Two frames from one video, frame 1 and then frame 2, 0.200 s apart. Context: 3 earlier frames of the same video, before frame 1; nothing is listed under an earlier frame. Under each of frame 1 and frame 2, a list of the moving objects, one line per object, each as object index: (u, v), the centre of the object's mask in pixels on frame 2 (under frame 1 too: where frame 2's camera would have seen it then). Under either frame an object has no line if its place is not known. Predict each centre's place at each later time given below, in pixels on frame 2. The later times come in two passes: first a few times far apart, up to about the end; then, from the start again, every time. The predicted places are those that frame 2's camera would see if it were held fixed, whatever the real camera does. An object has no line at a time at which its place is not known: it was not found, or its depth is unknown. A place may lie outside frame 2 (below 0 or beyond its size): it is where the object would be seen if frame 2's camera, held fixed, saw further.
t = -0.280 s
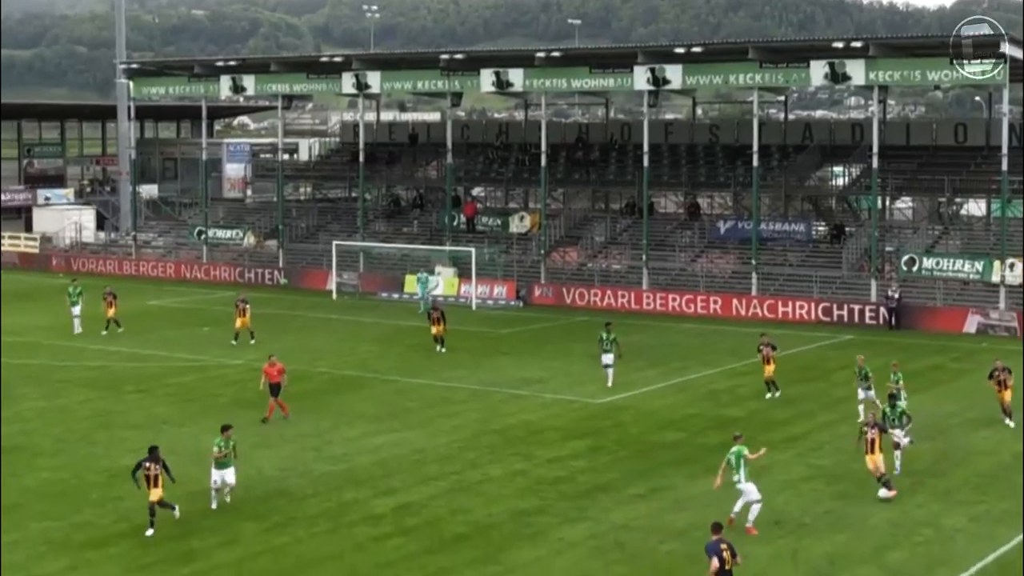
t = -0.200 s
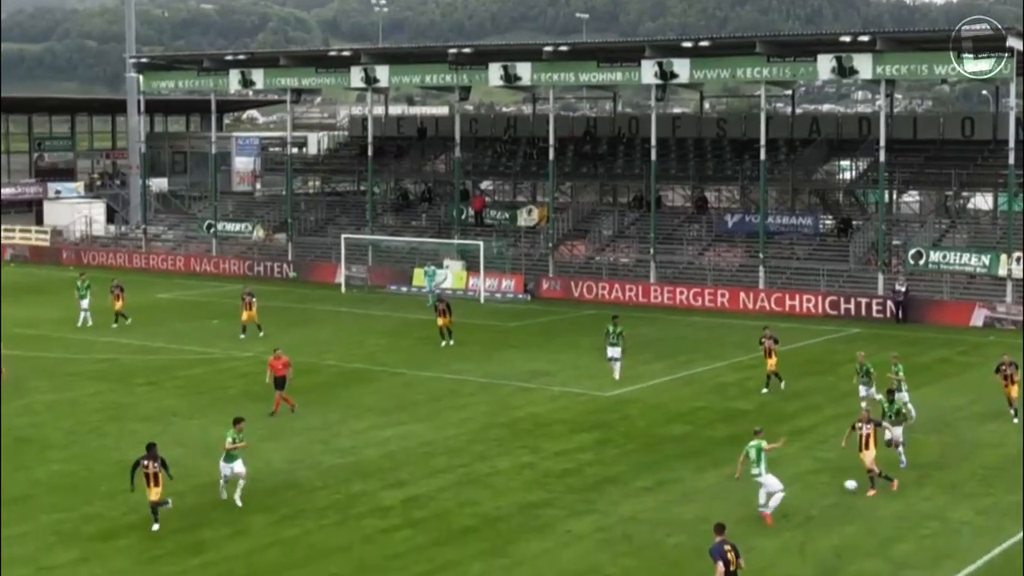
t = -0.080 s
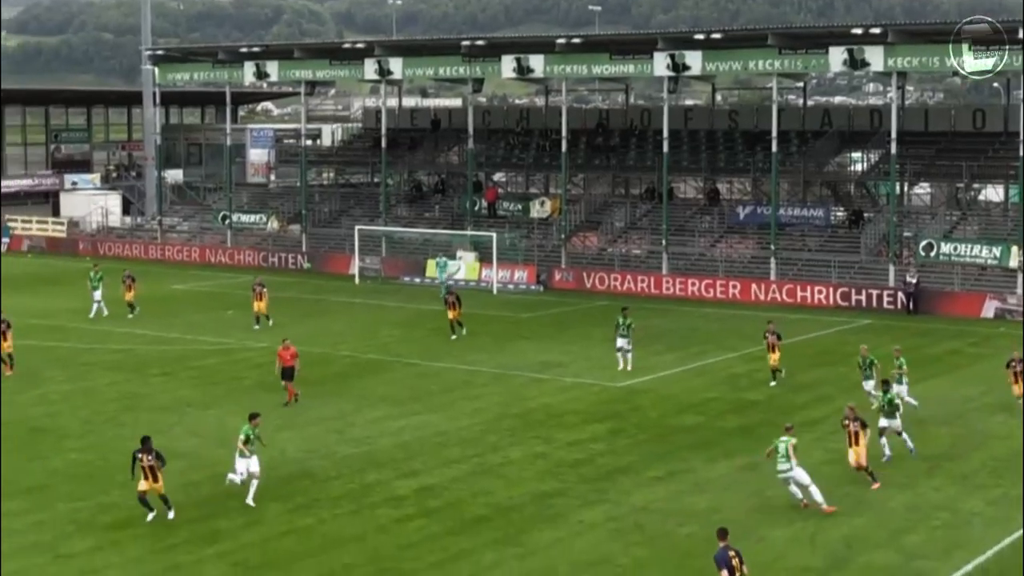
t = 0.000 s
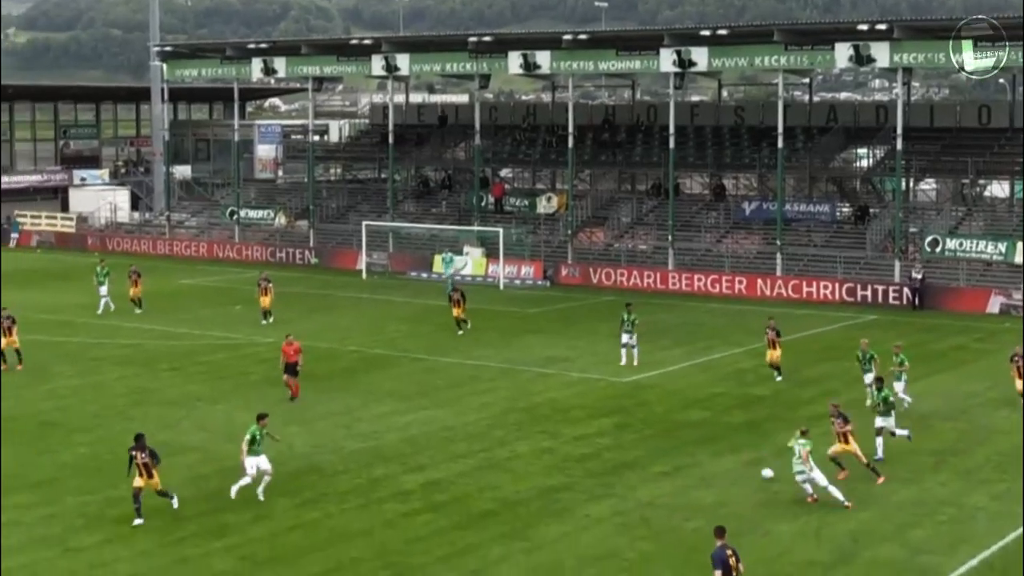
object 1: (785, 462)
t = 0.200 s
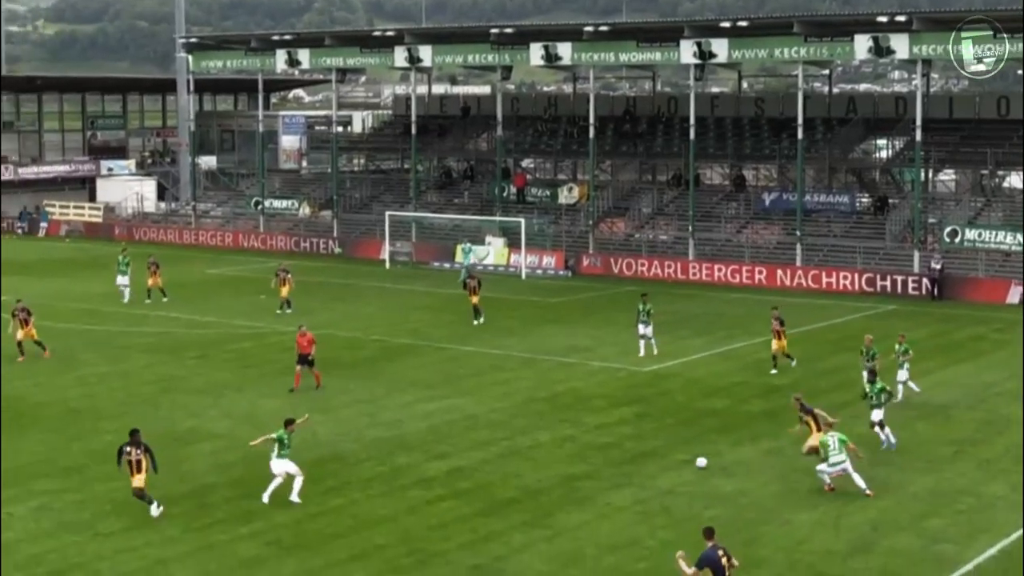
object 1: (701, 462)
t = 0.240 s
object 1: (686, 462)
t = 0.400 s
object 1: (629, 463)
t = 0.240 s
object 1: (686, 462)
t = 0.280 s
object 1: (671, 463)
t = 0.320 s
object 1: (656, 463)
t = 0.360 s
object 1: (643, 463)
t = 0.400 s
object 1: (629, 463)
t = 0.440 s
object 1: (616, 463)
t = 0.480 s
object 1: (602, 464)
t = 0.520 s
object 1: (590, 464)
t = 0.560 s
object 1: (578, 463)
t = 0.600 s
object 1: (566, 464)
